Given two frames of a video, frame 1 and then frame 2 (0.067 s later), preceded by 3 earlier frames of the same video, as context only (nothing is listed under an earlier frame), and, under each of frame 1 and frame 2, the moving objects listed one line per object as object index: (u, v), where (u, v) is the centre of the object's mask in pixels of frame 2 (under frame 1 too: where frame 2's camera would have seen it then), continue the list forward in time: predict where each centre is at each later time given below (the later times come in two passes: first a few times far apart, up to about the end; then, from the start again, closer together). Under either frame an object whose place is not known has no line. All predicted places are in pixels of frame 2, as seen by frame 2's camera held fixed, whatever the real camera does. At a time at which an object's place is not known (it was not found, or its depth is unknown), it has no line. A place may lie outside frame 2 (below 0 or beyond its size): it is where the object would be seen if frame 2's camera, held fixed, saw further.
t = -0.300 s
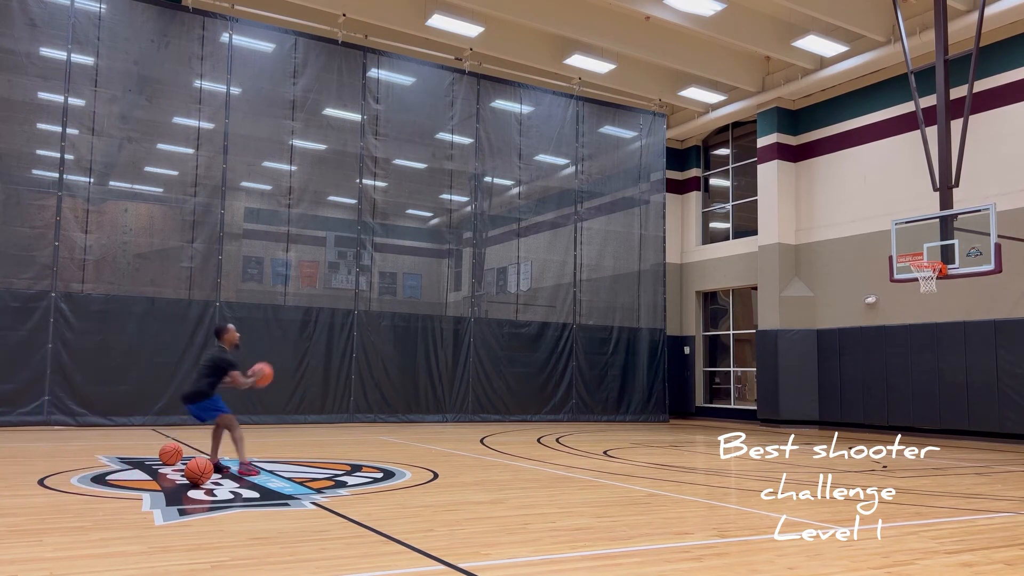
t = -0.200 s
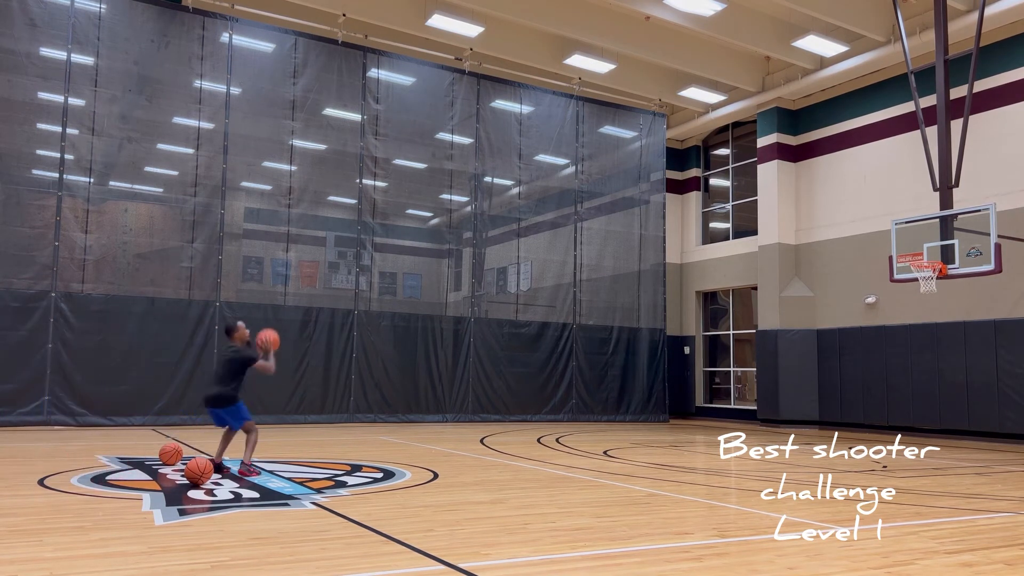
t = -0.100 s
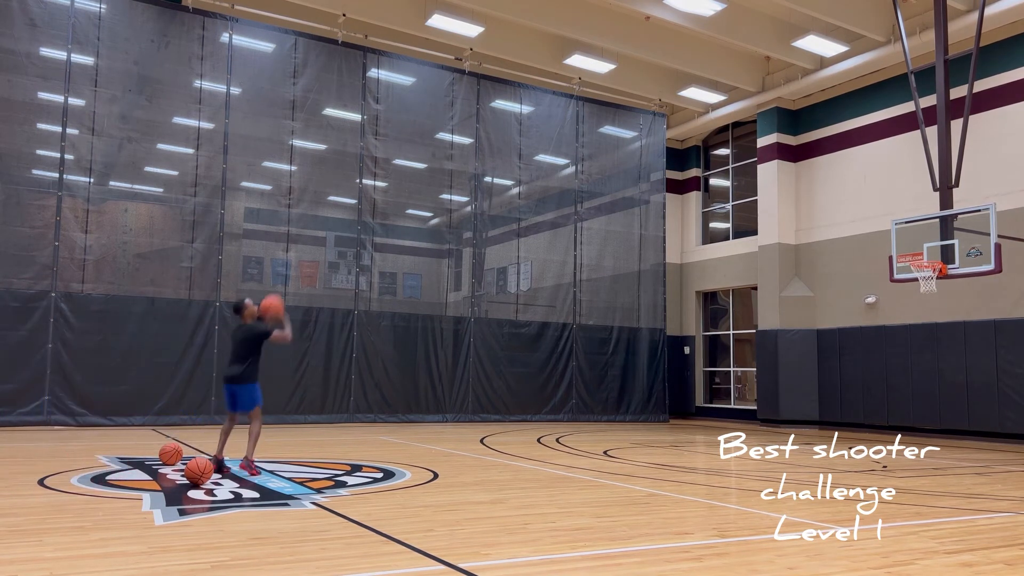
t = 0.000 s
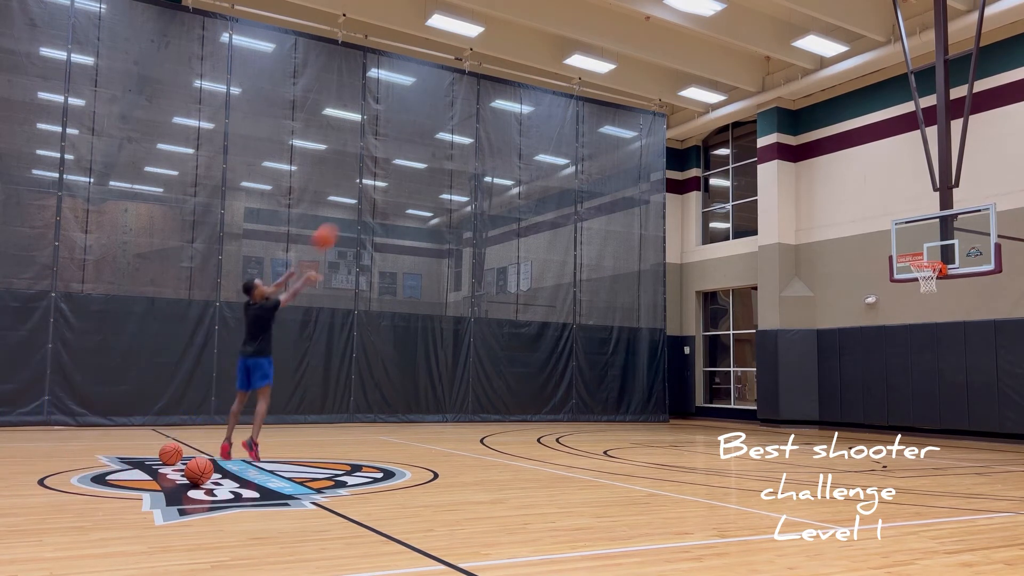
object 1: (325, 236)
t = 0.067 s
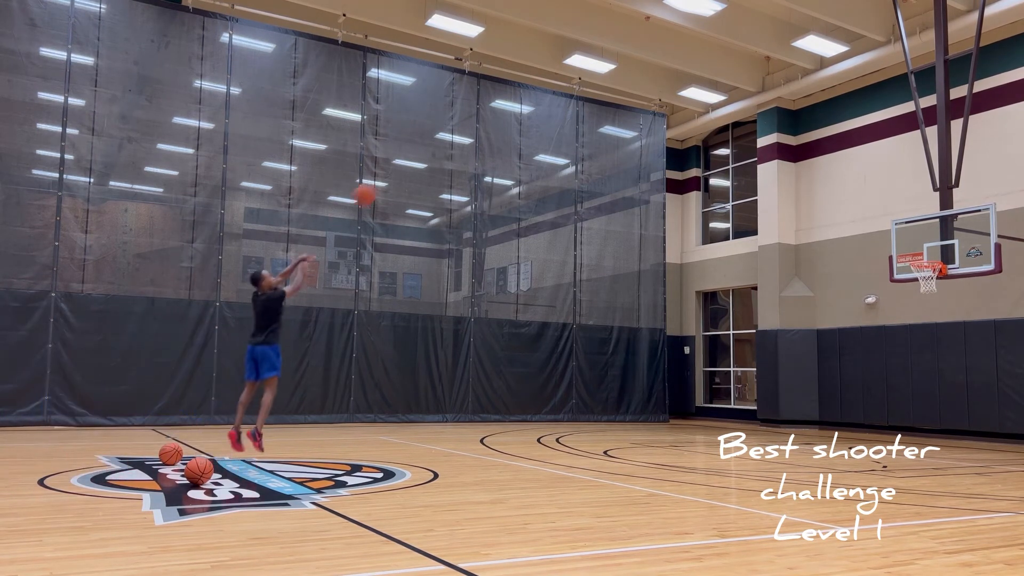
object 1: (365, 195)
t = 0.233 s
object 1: (456, 112)
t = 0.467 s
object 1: (564, 46)
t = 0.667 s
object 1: (643, 27)
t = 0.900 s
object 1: (724, 39)
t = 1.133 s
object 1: (794, 83)
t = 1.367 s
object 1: (856, 155)
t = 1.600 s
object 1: (913, 250)
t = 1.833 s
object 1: (941, 290)
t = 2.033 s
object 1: (953, 331)
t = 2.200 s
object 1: (964, 383)
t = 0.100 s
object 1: (385, 173)
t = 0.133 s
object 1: (405, 155)
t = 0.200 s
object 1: (439, 124)
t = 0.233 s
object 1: (456, 112)
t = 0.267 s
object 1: (473, 99)
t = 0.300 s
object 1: (489, 87)
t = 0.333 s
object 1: (504, 77)
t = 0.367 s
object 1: (521, 68)
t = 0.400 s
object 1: (536, 60)
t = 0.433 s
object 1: (550, 53)
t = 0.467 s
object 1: (564, 46)
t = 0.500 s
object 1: (578, 41)
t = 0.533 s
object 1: (592, 37)
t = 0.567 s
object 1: (605, 33)
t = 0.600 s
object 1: (618, 30)
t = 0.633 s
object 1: (631, 28)
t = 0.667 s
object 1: (643, 27)
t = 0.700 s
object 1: (655, 27)
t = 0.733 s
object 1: (667, 27)
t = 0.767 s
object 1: (680, 28)
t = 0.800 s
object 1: (691, 30)
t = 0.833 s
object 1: (702, 32)
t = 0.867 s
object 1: (713, 35)
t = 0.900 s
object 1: (724, 39)
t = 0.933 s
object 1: (734, 44)
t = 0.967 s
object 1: (744, 49)
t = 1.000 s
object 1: (756, 55)
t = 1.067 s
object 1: (775, 68)
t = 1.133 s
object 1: (794, 83)
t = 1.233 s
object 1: (821, 111)
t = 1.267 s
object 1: (829, 120)
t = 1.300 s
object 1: (839, 133)
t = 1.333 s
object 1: (847, 142)
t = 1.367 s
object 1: (856, 155)
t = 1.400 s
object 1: (864, 167)
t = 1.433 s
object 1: (872, 180)
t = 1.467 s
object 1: (880, 193)
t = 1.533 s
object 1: (897, 220)
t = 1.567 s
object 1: (905, 236)
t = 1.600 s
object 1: (913, 250)
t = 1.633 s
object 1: (920, 267)
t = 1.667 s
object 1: (928, 273)
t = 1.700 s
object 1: (930, 279)
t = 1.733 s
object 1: (935, 280)
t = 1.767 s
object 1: (937, 281)
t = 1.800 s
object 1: (939, 286)
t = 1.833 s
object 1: (941, 290)
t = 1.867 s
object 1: (943, 295)
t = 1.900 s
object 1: (945, 301)
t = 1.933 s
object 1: (947, 307)
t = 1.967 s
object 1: (949, 314)
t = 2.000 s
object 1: (951, 323)
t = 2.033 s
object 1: (953, 331)
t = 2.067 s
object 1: (955, 340)
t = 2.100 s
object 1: (957, 349)
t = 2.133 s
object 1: (959, 360)
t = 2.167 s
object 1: (962, 371)
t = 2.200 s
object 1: (964, 383)
